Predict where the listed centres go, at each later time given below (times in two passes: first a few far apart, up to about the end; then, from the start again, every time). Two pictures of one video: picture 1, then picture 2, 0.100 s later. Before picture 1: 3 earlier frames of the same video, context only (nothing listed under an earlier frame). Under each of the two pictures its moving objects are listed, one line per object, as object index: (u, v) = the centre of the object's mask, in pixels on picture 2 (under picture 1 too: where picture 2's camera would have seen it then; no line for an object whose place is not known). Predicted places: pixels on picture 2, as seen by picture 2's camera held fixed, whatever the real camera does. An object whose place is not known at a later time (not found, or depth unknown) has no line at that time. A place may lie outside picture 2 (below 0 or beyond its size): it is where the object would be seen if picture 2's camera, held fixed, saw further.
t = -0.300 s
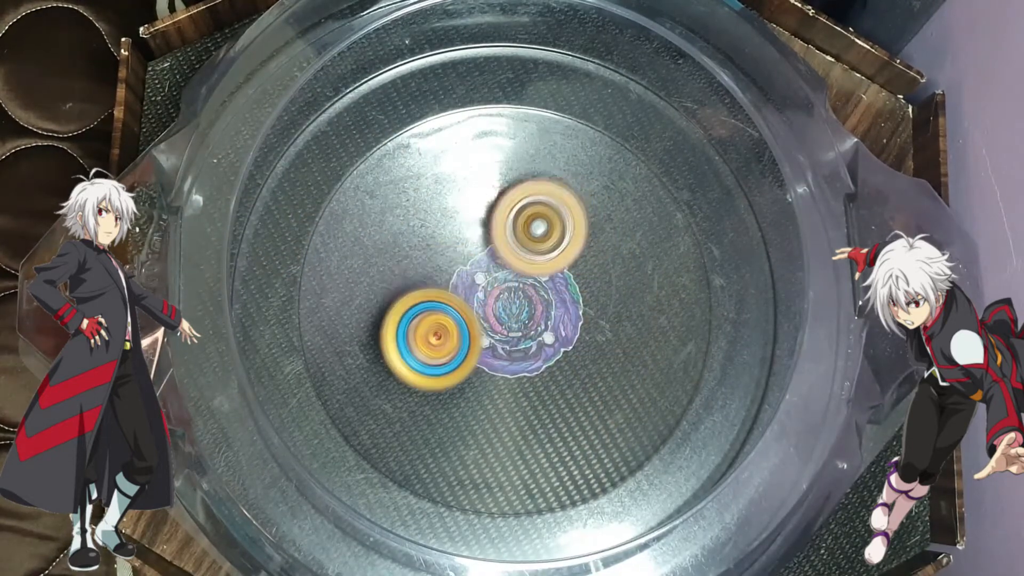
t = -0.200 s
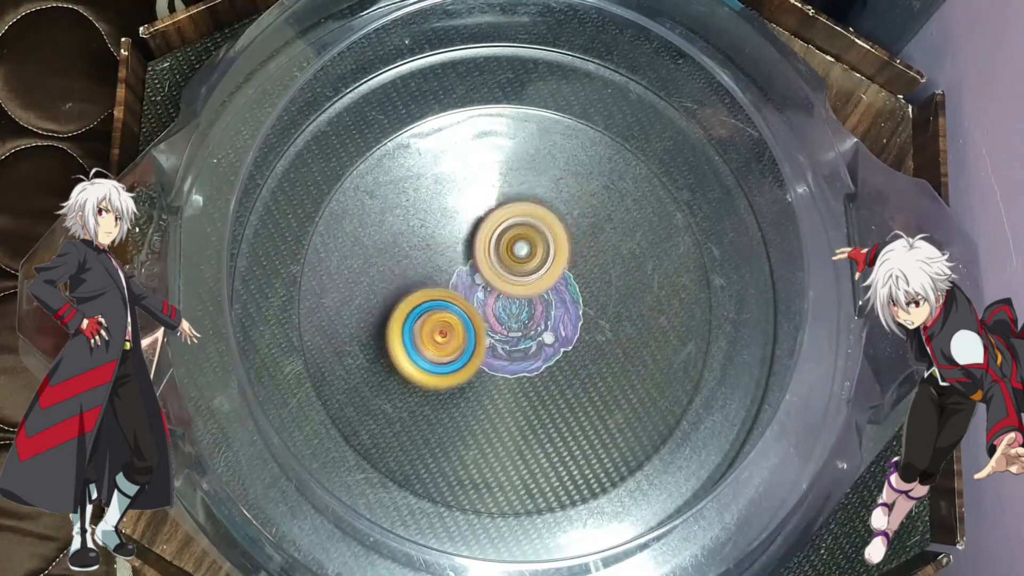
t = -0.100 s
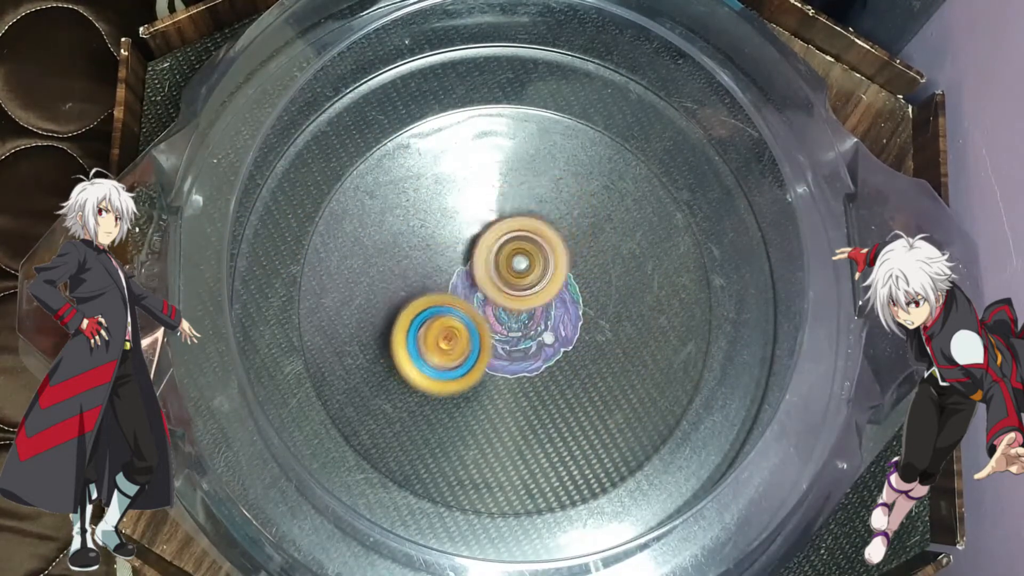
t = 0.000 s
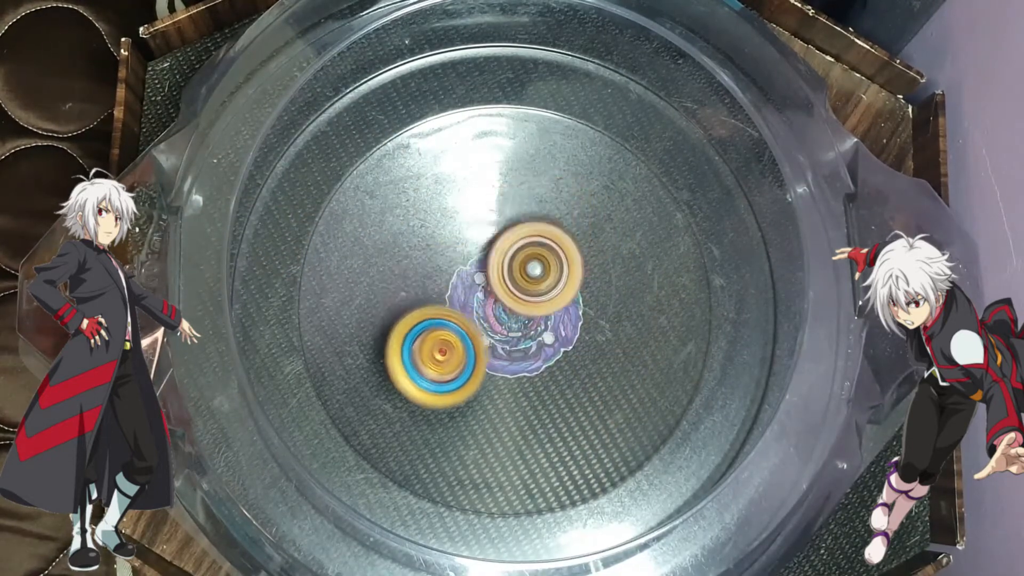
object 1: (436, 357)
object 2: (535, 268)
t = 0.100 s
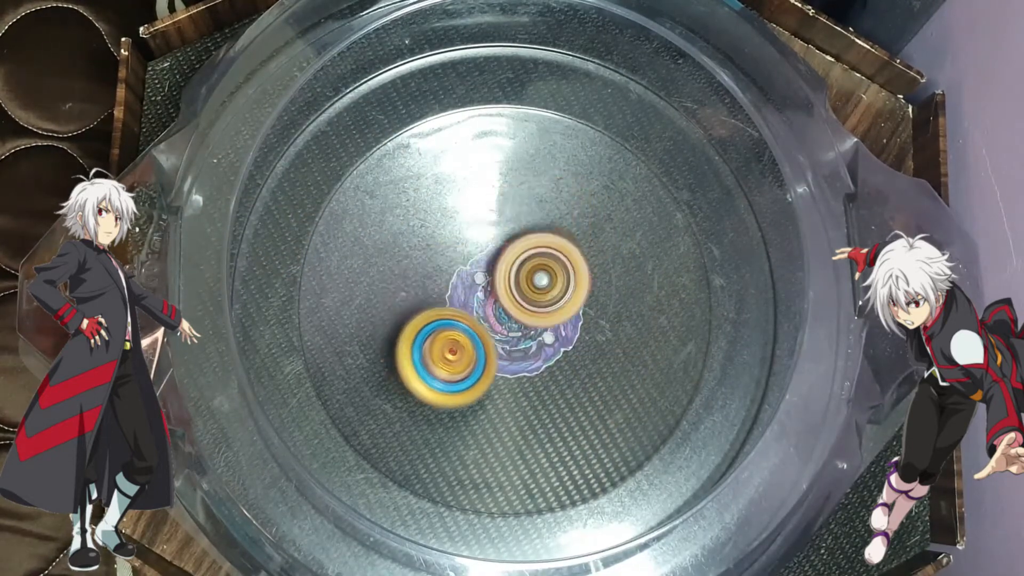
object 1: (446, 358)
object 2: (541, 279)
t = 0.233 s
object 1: (468, 353)
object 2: (554, 293)
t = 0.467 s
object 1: (453, 373)
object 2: (601, 259)
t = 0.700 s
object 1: (499, 339)
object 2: (570, 264)
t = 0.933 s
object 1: (510, 363)
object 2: (546, 267)
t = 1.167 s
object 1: (498, 367)
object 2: (518, 264)
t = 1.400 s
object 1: (516, 360)
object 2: (490, 259)
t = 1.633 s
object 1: (526, 355)
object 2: (462, 259)
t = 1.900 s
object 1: (530, 337)
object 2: (443, 281)
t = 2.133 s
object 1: (563, 351)
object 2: (395, 266)
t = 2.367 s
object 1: (543, 322)
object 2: (429, 301)
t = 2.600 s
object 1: (574, 315)
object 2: (423, 283)
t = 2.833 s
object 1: (603, 309)
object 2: (394, 286)
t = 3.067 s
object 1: (618, 304)
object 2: (373, 289)
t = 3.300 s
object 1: (557, 294)
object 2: (454, 297)
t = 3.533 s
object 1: (552, 282)
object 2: (443, 300)
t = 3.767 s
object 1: (548, 279)
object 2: (437, 325)
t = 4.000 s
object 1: (529, 270)
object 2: (450, 361)
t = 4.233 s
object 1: (523, 256)
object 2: (468, 395)
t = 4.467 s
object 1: (522, 250)
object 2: (473, 444)
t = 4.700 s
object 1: (498, 290)
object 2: (496, 427)
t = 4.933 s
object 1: (480, 300)
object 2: (521, 392)
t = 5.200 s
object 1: (475, 304)
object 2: (564, 345)
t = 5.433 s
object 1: (488, 324)
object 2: (585, 292)
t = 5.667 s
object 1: (515, 331)
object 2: (575, 253)
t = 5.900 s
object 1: (532, 326)
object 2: (547, 231)
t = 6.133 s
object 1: (539, 315)
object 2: (509, 219)
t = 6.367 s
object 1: (540, 298)
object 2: (467, 220)
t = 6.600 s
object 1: (533, 282)
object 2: (435, 246)
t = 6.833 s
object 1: (531, 285)
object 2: (404, 270)
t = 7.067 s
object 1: (513, 290)
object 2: (406, 294)
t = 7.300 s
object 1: (535, 304)
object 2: (395, 304)
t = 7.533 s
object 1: (536, 319)
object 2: (420, 309)
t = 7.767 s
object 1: (546, 325)
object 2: (442, 307)
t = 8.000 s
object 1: (578, 333)
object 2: (427, 293)
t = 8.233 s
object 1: (564, 319)
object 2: (450, 292)
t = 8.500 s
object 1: (566, 308)
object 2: (438, 285)
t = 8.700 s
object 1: (554, 307)
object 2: (447, 293)
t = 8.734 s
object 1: (564, 306)
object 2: (433, 290)
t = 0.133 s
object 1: (451, 357)
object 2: (544, 283)
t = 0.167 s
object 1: (457, 355)
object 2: (547, 286)
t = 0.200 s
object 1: (463, 354)
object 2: (549, 290)
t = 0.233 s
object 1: (468, 353)
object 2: (554, 293)
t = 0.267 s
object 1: (456, 365)
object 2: (575, 281)
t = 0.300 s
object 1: (447, 372)
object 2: (592, 271)
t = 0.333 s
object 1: (442, 377)
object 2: (602, 266)
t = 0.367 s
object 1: (441, 379)
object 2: (603, 263)
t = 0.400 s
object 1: (443, 379)
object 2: (603, 261)
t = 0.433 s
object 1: (447, 377)
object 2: (603, 260)
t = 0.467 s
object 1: (453, 373)
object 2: (601, 259)
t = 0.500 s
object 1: (460, 369)
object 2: (599, 258)
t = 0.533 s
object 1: (468, 364)
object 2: (596, 258)
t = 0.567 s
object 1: (476, 358)
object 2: (592, 258)
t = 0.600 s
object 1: (483, 352)
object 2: (587, 259)
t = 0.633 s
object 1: (488, 347)
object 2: (582, 260)
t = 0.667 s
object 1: (493, 342)
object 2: (577, 262)
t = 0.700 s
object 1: (499, 339)
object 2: (570, 264)
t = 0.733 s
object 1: (495, 343)
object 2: (575, 260)
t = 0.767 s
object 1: (491, 348)
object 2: (576, 258)
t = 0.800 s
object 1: (492, 352)
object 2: (573, 260)
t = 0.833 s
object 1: (498, 354)
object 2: (566, 263)
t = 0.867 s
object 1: (505, 356)
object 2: (557, 266)
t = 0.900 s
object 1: (508, 361)
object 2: (551, 266)
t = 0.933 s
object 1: (510, 363)
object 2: (546, 267)
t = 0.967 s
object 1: (509, 365)
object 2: (541, 267)
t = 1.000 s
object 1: (507, 367)
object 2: (536, 266)
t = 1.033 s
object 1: (505, 367)
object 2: (531, 265)
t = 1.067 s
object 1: (503, 368)
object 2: (527, 265)
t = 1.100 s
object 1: (500, 368)
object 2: (524, 263)
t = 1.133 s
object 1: (498, 366)
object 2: (520, 265)
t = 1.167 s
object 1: (498, 367)
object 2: (518, 264)
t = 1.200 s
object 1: (500, 367)
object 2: (514, 263)
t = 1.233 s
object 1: (504, 369)
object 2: (510, 261)
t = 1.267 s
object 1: (508, 375)
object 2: (505, 254)
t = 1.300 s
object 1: (511, 375)
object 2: (501, 252)
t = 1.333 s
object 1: (512, 372)
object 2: (497, 254)
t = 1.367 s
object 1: (513, 365)
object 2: (493, 258)
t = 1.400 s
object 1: (516, 360)
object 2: (490, 259)
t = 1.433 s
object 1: (518, 359)
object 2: (486, 258)
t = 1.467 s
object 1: (520, 356)
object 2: (482, 259)
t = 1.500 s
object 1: (522, 355)
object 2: (479, 259)
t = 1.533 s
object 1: (523, 354)
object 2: (474, 260)
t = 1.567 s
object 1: (524, 353)
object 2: (471, 261)
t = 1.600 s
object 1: (526, 355)
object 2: (465, 258)
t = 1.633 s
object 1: (526, 355)
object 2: (462, 259)
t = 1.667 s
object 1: (525, 352)
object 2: (459, 262)
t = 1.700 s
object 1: (523, 348)
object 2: (458, 267)
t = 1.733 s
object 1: (523, 346)
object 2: (454, 268)
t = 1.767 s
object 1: (526, 344)
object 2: (450, 269)
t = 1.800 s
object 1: (526, 342)
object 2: (448, 272)
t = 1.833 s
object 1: (529, 341)
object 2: (445, 274)
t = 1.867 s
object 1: (530, 340)
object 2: (443, 277)
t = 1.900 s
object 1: (530, 337)
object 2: (443, 281)
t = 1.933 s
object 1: (545, 343)
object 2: (427, 272)
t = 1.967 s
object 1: (559, 349)
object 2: (410, 262)
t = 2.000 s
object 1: (567, 352)
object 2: (399, 255)
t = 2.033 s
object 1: (570, 354)
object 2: (394, 254)
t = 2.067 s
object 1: (570, 354)
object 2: (392, 256)
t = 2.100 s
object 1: (568, 352)
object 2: (392, 260)
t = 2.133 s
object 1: (563, 351)
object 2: (395, 266)
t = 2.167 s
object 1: (556, 347)
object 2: (399, 273)
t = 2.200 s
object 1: (550, 343)
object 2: (405, 281)
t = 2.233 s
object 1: (543, 338)
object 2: (413, 288)
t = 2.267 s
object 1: (537, 332)
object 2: (422, 295)
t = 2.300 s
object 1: (531, 327)
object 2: (432, 301)
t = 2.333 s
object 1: (536, 323)
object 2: (431, 302)
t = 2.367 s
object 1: (543, 322)
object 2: (429, 301)
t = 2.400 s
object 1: (546, 320)
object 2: (430, 301)
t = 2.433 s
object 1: (547, 318)
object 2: (434, 299)
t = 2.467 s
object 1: (546, 316)
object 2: (439, 298)
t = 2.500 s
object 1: (547, 314)
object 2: (443, 297)
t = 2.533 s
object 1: (562, 315)
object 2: (431, 291)
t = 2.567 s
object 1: (571, 315)
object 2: (425, 286)
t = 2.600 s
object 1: (574, 315)
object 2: (423, 283)
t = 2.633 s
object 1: (574, 314)
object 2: (426, 283)
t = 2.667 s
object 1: (571, 313)
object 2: (431, 285)
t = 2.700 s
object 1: (566, 311)
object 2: (437, 287)
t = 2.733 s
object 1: (560, 310)
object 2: (442, 290)
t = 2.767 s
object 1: (553, 308)
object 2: (448, 292)
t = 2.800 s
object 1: (574, 308)
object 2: (425, 290)
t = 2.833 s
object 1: (603, 309)
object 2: (394, 286)
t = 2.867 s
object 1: (623, 309)
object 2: (371, 282)
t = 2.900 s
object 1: (634, 308)
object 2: (358, 279)
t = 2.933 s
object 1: (637, 308)
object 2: (353, 279)
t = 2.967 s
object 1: (635, 307)
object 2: (353, 280)
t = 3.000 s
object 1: (631, 306)
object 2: (357, 282)
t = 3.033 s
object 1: (625, 305)
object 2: (364, 286)
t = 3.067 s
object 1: (618, 304)
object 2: (373, 289)
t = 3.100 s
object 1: (610, 303)
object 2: (383, 292)
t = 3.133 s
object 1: (602, 301)
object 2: (394, 294)
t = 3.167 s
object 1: (593, 300)
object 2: (406, 296)
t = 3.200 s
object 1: (584, 298)
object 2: (418, 298)
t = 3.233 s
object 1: (574, 297)
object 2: (430, 298)
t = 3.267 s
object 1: (564, 296)
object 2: (444, 298)
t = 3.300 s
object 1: (557, 294)
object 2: (454, 297)
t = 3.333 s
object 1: (558, 291)
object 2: (452, 298)
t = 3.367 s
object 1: (555, 289)
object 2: (452, 298)
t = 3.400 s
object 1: (553, 287)
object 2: (450, 297)
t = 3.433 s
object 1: (555, 285)
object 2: (444, 297)
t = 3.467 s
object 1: (557, 283)
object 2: (438, 297)
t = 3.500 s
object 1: (556, 282)
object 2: (439, 298)
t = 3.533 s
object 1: (552, 282)
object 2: (443, 300)
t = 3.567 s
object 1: (549, 283)
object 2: (446, 302)
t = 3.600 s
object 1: (551, 283)
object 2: (440, 306)
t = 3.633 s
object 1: (549, 283)
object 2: (438, 308)
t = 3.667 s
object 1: (546, 284)
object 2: (441, 310)
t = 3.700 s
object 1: (545, 283)
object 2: (440, 314)
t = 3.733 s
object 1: (549, 280)
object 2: (435, 321)
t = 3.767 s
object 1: (548, 279)
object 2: (437, 325)
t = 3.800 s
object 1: (545, 279)
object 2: (440, 330)
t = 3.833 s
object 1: (540, 279)
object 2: (444, 333)
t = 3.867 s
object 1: (534, 281)
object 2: (449, 337)
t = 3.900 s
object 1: (533, 278)
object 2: (448, 343)
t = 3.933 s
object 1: (530, 276)
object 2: (451, 347)
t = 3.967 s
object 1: (526, 276)
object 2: (456, 349)
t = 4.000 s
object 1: (529, 270)
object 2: (450, 361)
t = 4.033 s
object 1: (531, 266)
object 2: (448, 370)
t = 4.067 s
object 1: (531, 265)
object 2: (451, 374)
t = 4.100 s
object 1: (529, 266)
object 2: (456, 374)
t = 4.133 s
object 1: (526, 270)
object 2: (465, 372)
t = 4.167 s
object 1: (522, 273)
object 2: (471, 369)
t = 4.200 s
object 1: (518, 274)
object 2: (475, 368)
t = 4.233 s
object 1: (523, 256)
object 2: (468, 395)
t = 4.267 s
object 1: (528, 241)
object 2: (462, 416)
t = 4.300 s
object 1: (529, 234)
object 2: (461, 429)
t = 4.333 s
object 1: (529, 233)
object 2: (462, 436)
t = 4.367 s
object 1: (529, 234)
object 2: (465, 439)
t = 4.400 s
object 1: (527, 238)
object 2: (468, 442)
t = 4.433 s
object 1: (525, 243)
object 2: (470, 443)
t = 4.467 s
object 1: (522, 250)
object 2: (473, 444)
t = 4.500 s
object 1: (519, 256)
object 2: (477, 445)
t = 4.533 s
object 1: (515, 262)
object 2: (480, 443)
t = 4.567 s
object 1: (511, 268)
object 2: (484, 441)
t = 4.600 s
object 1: (508, 274)
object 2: (487, 439)
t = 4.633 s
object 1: (505, 280)
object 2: (490, 435)
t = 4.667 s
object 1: (502, 285)
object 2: (494, 431)
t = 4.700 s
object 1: (498, 290)
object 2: (496, 427)
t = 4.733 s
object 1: (495, 294)
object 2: (499, 422)
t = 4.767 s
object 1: (493, 297)
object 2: (503, 416)
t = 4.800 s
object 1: (490, 301)
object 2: (505, 410)
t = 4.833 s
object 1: (488, 304)
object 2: (508, 403)
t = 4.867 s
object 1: (486, 305)
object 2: (511, 398)
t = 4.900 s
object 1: (483, 303)
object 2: (516, 397)
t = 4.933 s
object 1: (480, 300)
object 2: (521, 392)
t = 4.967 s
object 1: (478, 300)
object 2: (525, 386)
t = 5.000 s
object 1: (477, 300)
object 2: (529, 381)
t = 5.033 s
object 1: (476, 299)
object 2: (536, 376)
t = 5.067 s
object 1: (474, 298)
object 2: (543, 371)
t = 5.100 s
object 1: (474, 298)
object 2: (548, 364)
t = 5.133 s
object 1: (475, 299)
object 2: (553, 358)
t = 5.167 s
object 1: (475, 301)
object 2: (559, 352)
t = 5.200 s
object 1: (475, 304)
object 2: (564, 345)
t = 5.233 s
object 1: (475, 306)
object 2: (570, 338)
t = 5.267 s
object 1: (476, 310)
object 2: (573, 330)
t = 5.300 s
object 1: (478, 313)
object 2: (576, 322)
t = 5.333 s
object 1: (481, 315)
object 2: (579, 315)
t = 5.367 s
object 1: (484, 319)
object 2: (583, 307)
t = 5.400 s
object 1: (485, 321)
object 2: (584, 299)
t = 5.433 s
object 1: (488, 324)
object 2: (585, 292)
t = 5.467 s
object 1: (492, 326)
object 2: (586, 285)
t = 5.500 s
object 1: (495, 327)
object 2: (585, 280)
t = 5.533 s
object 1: (499, 328)
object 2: (584, 274)
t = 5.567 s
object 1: (504, 328)
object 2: (582, 269)
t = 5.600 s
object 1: (508, 329)
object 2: (580, 264)
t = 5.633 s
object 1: (512, 330)
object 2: (578, 258)
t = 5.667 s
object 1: (515, 331)
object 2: (575, 253)
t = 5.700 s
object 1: (518, 331)
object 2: (572, 249)
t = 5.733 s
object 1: (521, 331)
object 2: (569, 245)
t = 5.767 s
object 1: (524, 330)
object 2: (565, 242)
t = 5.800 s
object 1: (526, 329)
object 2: (561, 239)
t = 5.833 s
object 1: (527, 329)
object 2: (558, 235)
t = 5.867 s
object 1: (529, 328)
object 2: (553, 233)
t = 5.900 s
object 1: (532, 326)
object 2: (547, 231)
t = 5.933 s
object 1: (534, 325)
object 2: (543, 228)
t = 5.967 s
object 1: (534, 324)
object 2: (536, 225)
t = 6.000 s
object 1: (535, 322)
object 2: (531, 223)
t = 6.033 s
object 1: (536, 320)
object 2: (526, 222)
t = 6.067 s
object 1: (537, 320)
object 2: (520, 220)
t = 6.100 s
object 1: (538, 319)
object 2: (514, 218)
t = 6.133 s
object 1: (539, 315)
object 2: (509, 219)
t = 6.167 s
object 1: (539, 312)
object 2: (503, 220)
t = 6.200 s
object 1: (538, 308)
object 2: (498, 220)
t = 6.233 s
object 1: (540, 309)
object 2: (490, 217)
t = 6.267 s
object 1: (543, 309)
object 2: (481, 213)
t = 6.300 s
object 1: (543, 306)
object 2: (476, 214)
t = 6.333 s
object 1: (542, 302)
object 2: (471, 216)
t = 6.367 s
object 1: (540, 298)
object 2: (467, 220)
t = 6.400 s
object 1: (538, 294)
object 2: (464, 224)
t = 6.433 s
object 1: (537, 290)
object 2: (459, 227)
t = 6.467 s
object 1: (538, 289)
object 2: (450, 229)
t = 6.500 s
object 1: (537, 286)
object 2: (445, 233)
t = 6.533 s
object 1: (535, 284)
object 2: (443, 237)
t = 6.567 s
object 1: (533, 282)
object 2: (440, 242)
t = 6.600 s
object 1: (533, 282)
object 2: (435, 246)
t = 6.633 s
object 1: (531, 283)
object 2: (432, 250)
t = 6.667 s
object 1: (529, 282)
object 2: (431, 255)
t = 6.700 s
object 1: (534, 283)
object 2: (418, 257)
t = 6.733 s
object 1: (538, 284)
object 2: (408, 260)
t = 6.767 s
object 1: (537, 284)
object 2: (405, 262)
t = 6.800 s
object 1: (535, 284)
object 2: (403, 266)
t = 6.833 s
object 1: (531, 285)
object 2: (404, 270)
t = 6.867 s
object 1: (526, 285)
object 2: (405, 275)
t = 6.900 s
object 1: (521, 285)
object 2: (407, 279)
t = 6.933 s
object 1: (515, 285)
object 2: (409, 284)
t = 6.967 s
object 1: (515, 286)
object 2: (408, 286)
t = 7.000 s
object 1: (515, 288)
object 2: (407, 289)
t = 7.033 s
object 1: (512, 289)
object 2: (408, 292)
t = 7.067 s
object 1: (513, 290)
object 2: (406, 294)
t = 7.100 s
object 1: (516, 292)
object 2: (404, 296)
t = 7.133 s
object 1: (516, 293)
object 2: (405, 298)
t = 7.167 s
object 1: (514, 295)
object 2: (407, 300)
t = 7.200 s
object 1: (513, 296)
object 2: (408, 303)
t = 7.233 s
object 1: (524, 299)
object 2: (398, 303)
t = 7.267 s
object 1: (532, 301)
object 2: (395, 303)
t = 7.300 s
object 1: (535, 304)
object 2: (395, 304)
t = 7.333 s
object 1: (536, 307)
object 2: (398, 305)
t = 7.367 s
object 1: (535, 309)
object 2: (402, 306)
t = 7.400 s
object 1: (533, 312)
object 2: (406, 307)
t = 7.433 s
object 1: (532, 314)
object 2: (412, 309)
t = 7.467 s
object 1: (530, 316)
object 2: (418, 311)
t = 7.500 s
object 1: (529, 318)
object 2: (423, 310)
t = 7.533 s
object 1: (536, 319)
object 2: (420, 309)
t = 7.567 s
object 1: (541, 320)
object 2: (423, 308)
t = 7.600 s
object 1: (543, 322)
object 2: (426, 308)
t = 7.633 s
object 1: (543, 323)
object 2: (430, 309)
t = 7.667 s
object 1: (542, 323)
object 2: (434, 310)
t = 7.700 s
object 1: (543, 324)
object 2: (437, 309)
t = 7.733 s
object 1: (545, 325)
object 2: (439, 308)
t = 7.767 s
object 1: (546, 325)
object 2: (442, 307)
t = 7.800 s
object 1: (558, 328)
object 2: (432, 302)
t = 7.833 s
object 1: (573, 331)
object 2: (421, 295)
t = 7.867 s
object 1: (580, 332)
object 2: (418, 292)
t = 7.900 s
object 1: (582, 333)
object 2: (418, 291)
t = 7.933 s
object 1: (582, 334)
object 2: (420, 291)
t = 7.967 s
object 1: (581, 334)
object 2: (424, 292)
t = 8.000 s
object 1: (578, 333)
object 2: (427, 293)
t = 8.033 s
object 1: (576, 332)
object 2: (432, 294)
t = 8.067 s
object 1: (573, 330)
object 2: (436, 294)
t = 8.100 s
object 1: (569, 327)
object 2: (442, 295)
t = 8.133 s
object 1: (565, 325)
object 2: (447, 295)
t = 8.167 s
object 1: (562, 323)
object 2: (454, 296)
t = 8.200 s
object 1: (560, 320)
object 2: (457, 295)
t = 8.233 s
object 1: (564, 319)
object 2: (450, 292)
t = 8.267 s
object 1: (563, 318)
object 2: (449, 291)
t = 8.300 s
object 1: (560, 315)
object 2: (452, 291)
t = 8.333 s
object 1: (556, 313)
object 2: (455, 291)
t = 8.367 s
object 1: (556, 310)
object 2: (452, 291)
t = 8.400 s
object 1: (555, 308)
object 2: (451, 291)
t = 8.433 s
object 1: (554, 307)
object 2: (451, 290)
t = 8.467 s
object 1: (558, 306)
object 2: (446, 288)
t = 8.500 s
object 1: (566, 308)
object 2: (438, 285)
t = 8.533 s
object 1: (568, 309)
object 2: (436, 285)
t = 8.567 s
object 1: (566, 309)
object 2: (438, 285)
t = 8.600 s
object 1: (562, 308)
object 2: (441, 287)
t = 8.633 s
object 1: (558, 308)
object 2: (446, 289)
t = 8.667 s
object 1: (553, 307)
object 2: (450, 292)
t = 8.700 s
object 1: (554, 307)
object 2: (447, 293)
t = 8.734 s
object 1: (564, 306)
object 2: (433, 290)
